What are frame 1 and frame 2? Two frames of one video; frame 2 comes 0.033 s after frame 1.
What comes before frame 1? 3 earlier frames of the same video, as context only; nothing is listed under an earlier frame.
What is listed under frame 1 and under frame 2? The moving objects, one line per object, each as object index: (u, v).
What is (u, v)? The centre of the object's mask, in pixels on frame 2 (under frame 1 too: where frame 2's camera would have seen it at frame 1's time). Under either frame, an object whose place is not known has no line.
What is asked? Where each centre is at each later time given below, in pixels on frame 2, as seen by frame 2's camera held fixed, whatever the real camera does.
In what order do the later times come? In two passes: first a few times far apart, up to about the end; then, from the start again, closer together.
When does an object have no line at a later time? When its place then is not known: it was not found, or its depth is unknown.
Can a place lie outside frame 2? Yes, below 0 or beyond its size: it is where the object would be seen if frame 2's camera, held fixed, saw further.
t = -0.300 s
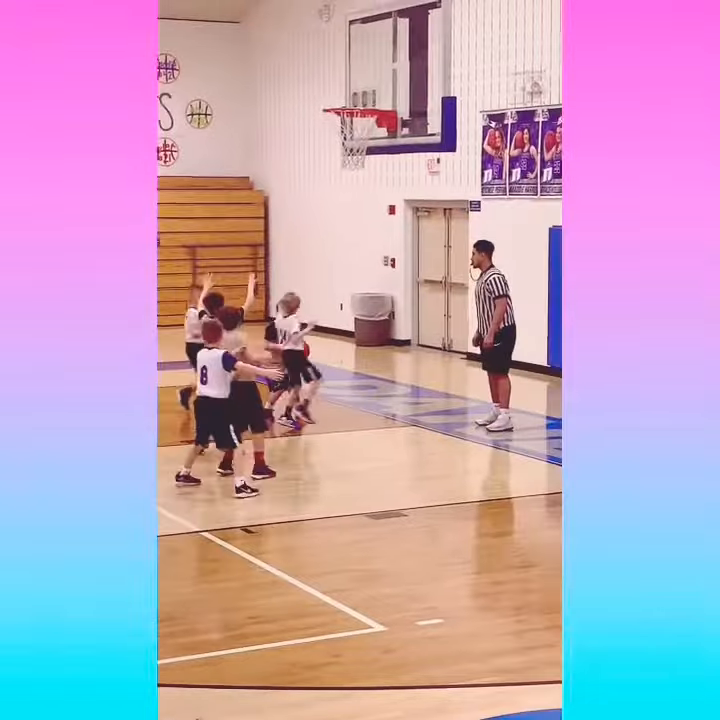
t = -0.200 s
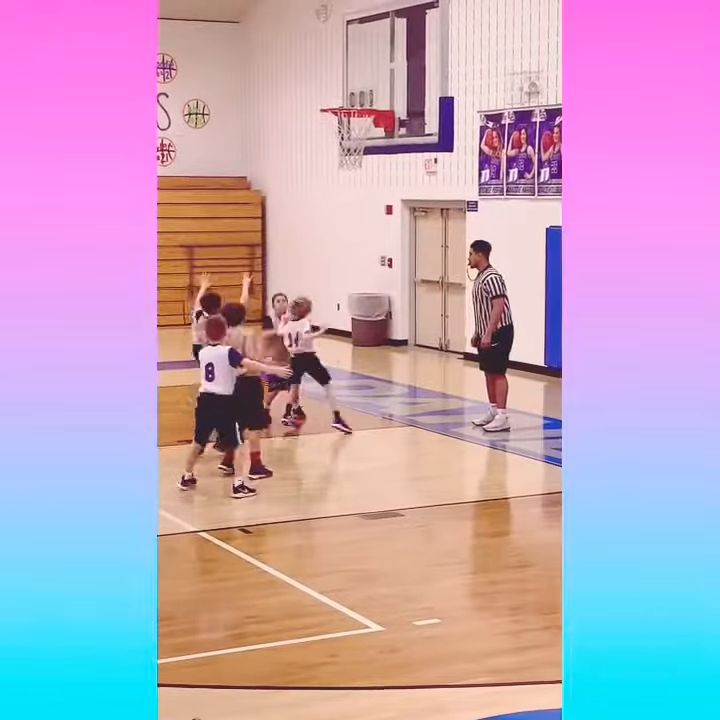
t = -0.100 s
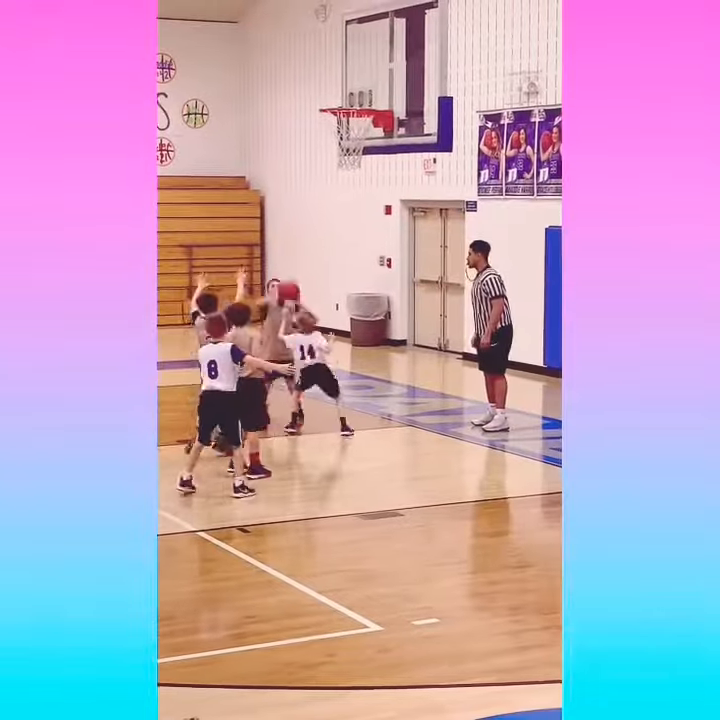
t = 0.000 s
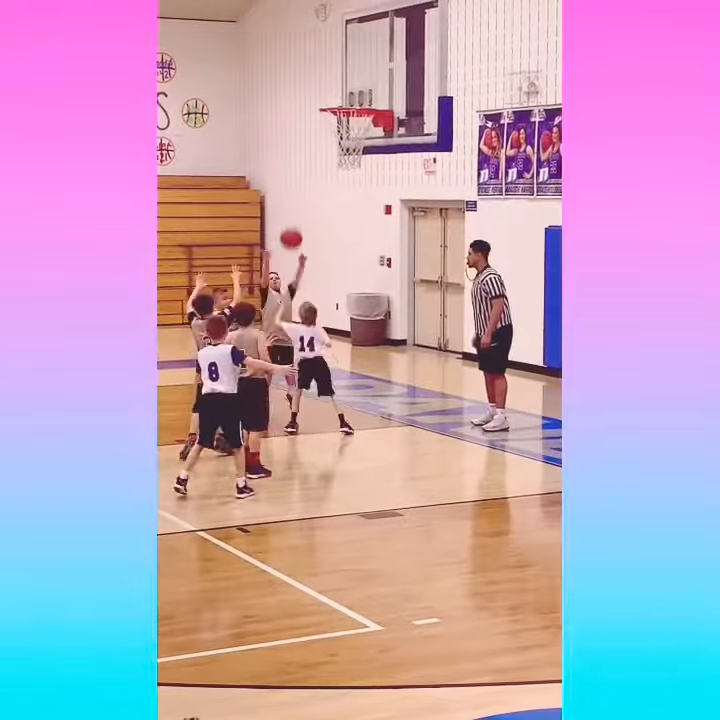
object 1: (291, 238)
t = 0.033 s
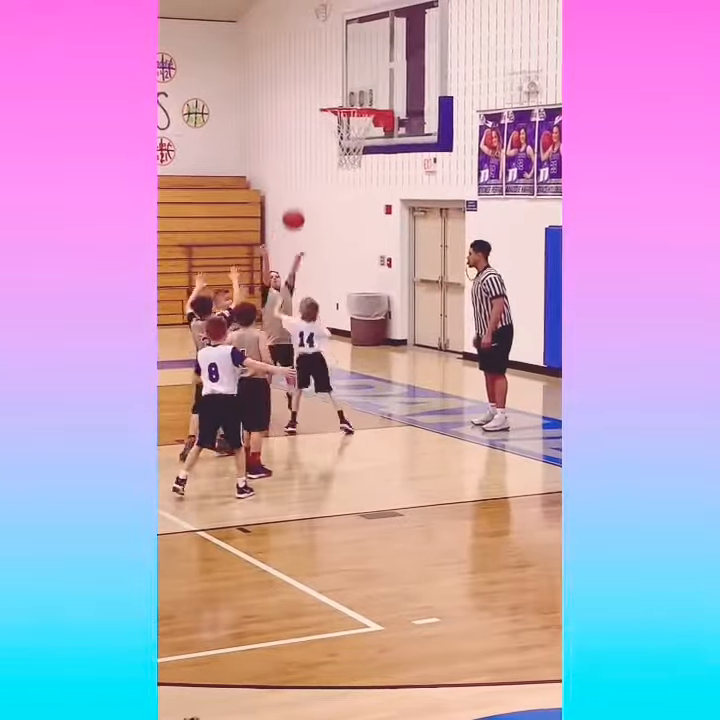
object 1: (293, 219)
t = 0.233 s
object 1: (305, 125)
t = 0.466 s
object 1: (320, 59)
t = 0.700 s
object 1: (336, 48)
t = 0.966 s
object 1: (355, 115)
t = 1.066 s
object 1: (363, 162)
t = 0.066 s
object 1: (295, 202)
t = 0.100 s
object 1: (297, 184)
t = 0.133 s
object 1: (299, 168)
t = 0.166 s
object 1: (301, 153)
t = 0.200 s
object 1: (303, 138)
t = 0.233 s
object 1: (305, 125)
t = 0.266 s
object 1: (307, 112)
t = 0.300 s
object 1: (309, 101)
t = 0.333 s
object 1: (311, 91)
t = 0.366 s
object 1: (313, 81)
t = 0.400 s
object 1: (315, 73)
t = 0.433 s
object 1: (318, 65)
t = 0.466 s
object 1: (320, 59)
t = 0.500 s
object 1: (322, 54)
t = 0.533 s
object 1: (325, 50)
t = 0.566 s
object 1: (327, 47)
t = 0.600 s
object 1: (329, 46)
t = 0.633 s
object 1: (332, 45)
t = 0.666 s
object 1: (333, 46)
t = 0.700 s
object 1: (336, 48)
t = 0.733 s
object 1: (338, 52)
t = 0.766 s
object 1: (341, 57)
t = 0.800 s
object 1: (343, 63)
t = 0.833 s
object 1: (345, 70)
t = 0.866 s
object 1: (347, 80)
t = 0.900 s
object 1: (350, 91)
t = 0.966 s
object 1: (355, 115)
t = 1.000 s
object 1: (358, 129)
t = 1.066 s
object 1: (363, 162)
